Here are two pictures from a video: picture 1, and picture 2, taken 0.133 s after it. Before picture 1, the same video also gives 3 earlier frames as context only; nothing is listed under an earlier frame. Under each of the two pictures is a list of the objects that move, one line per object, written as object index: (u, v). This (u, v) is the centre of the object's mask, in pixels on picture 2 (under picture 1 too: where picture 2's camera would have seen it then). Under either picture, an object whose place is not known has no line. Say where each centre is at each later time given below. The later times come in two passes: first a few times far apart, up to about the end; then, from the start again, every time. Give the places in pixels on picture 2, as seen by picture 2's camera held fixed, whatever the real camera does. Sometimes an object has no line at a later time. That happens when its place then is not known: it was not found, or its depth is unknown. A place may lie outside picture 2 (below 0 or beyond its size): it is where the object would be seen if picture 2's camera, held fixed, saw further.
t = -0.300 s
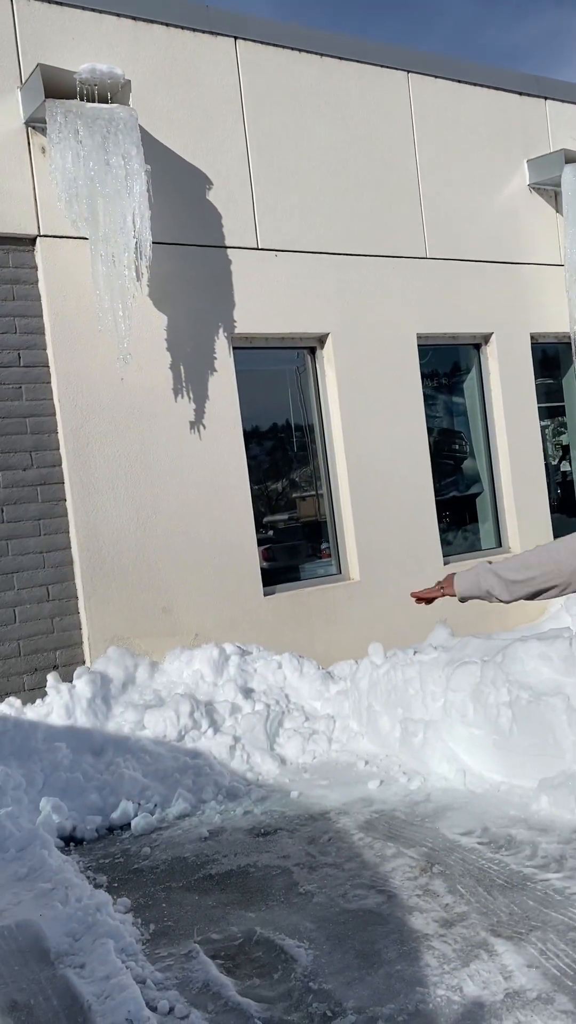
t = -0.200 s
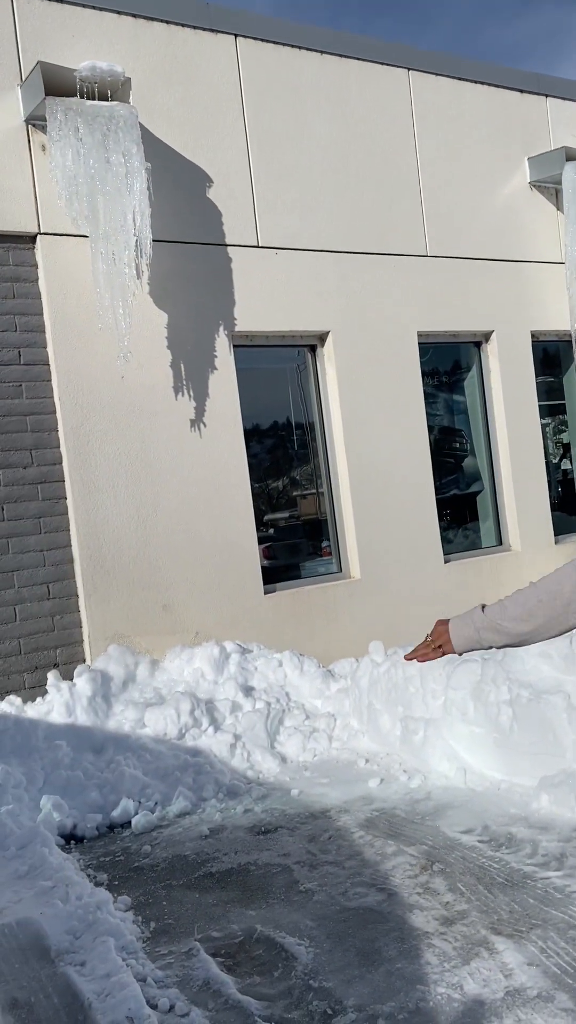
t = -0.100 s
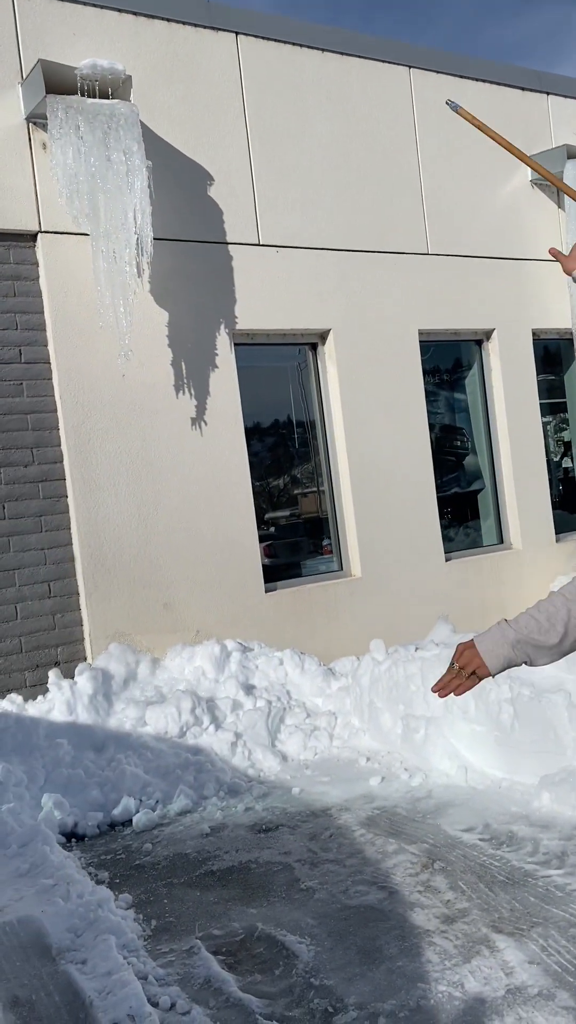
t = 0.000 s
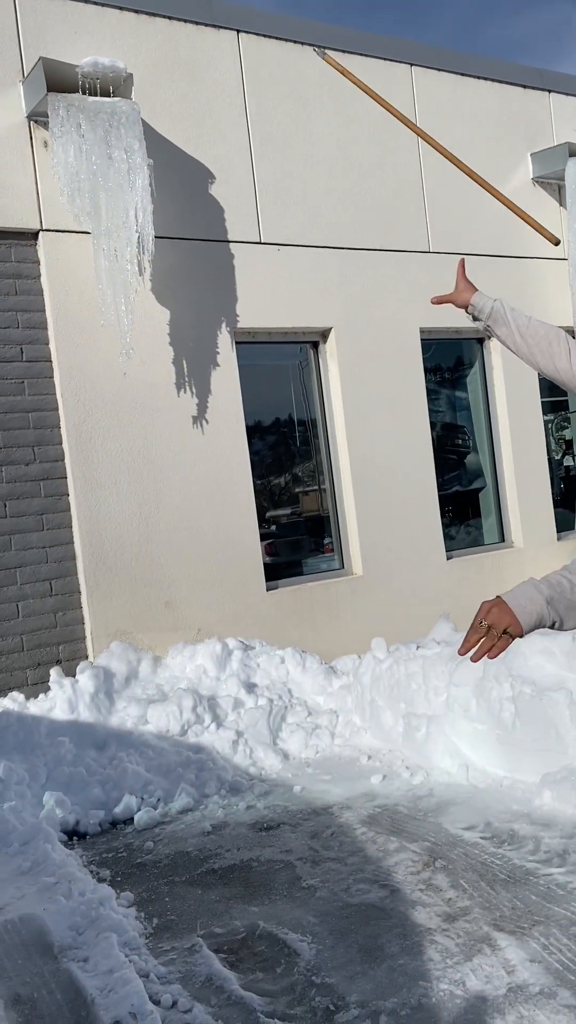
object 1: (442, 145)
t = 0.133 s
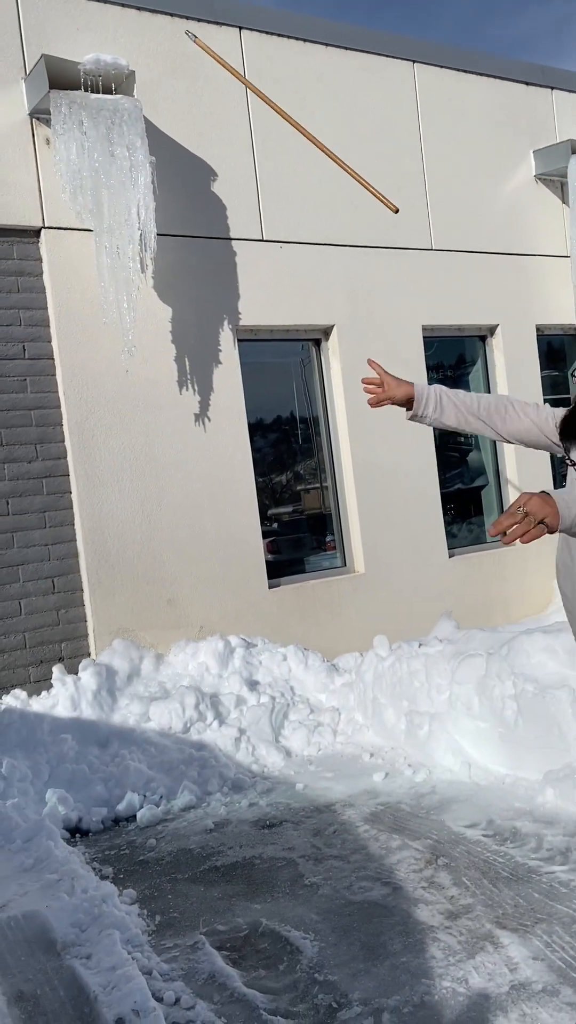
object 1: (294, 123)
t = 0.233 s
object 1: (215, 137)
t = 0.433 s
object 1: (107, 210)
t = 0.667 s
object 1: (63, 319)
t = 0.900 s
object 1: (30, 492)
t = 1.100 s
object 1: (7, 699)
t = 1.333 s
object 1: (2, 722)
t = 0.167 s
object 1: (265, 125)
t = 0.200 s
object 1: (238, 130)
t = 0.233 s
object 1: (215, 137)
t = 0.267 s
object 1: (193, 146)
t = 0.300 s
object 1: (174, 157)
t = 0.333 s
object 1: (154, 168)
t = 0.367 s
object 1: (141, 183)
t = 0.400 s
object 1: (119, 193)
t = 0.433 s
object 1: (107, 210)
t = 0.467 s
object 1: (93, 226)
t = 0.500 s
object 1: (83, 245)
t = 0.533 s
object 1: (76, 260)
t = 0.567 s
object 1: (69, 273)
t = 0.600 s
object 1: (66, 285)
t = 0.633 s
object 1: (66, 302)
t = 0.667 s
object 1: (63, 319)
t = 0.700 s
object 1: (59, 335)
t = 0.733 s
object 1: (53, 356)
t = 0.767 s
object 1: (47, 378)
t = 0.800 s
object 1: (45, 404)
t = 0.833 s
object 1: (40, 431)
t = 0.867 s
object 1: (35, 459)
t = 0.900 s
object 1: (30, 492)
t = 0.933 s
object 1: (26, 526)
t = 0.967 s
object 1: (22, 565)
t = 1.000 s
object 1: (17, 603)
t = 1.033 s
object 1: (13, 644)
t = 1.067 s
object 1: (8, 681)
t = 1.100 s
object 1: (7, 699)
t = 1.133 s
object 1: (5, 713)
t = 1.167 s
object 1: (4, 720)
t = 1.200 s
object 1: (4, 724)
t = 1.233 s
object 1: (3, 725)
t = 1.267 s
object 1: (3, 724)
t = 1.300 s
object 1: (3, 723)
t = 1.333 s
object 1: (2, 722)
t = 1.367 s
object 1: (1, 721)
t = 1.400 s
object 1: (0, 721)
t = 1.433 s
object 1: (-1, 720)
